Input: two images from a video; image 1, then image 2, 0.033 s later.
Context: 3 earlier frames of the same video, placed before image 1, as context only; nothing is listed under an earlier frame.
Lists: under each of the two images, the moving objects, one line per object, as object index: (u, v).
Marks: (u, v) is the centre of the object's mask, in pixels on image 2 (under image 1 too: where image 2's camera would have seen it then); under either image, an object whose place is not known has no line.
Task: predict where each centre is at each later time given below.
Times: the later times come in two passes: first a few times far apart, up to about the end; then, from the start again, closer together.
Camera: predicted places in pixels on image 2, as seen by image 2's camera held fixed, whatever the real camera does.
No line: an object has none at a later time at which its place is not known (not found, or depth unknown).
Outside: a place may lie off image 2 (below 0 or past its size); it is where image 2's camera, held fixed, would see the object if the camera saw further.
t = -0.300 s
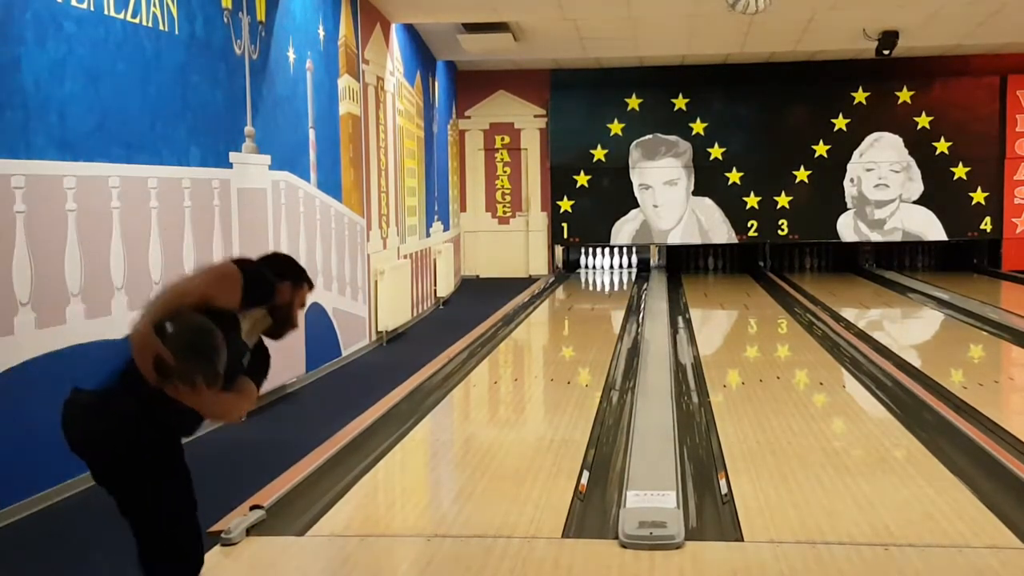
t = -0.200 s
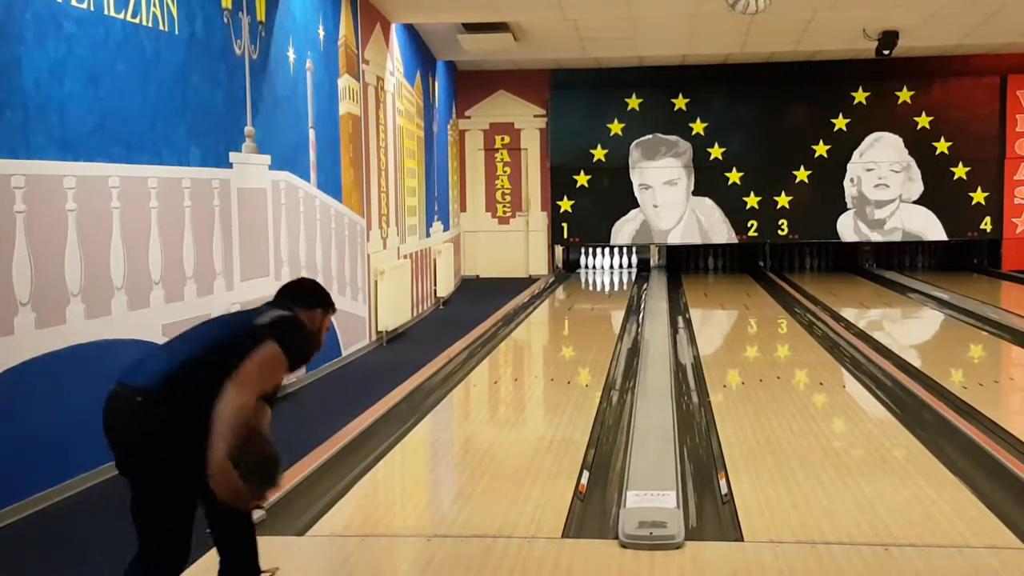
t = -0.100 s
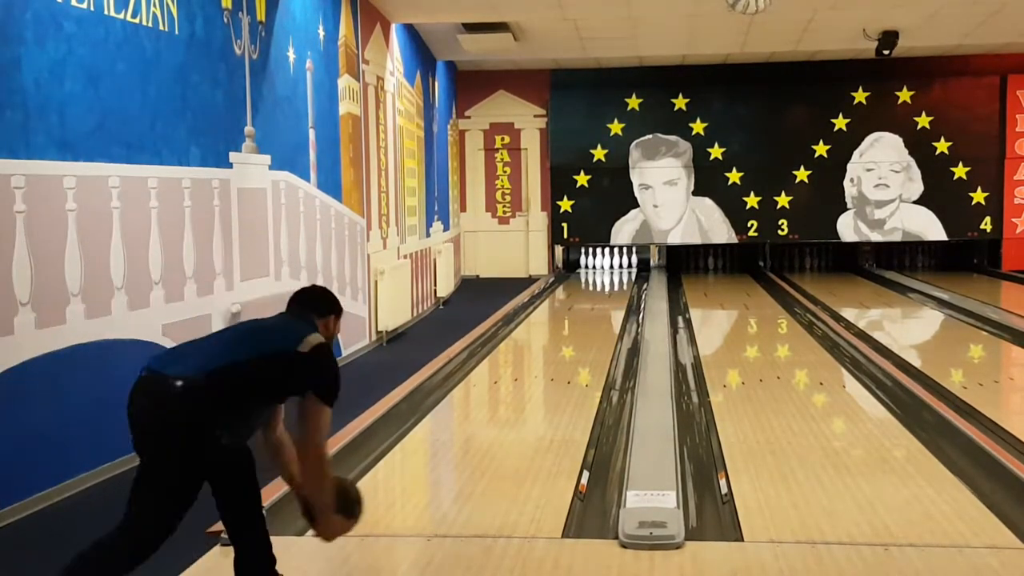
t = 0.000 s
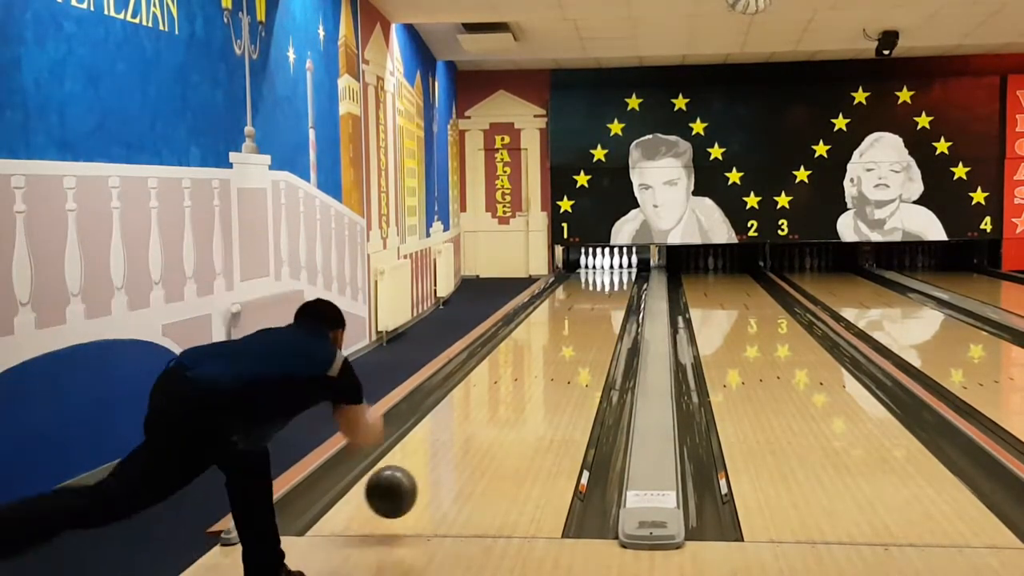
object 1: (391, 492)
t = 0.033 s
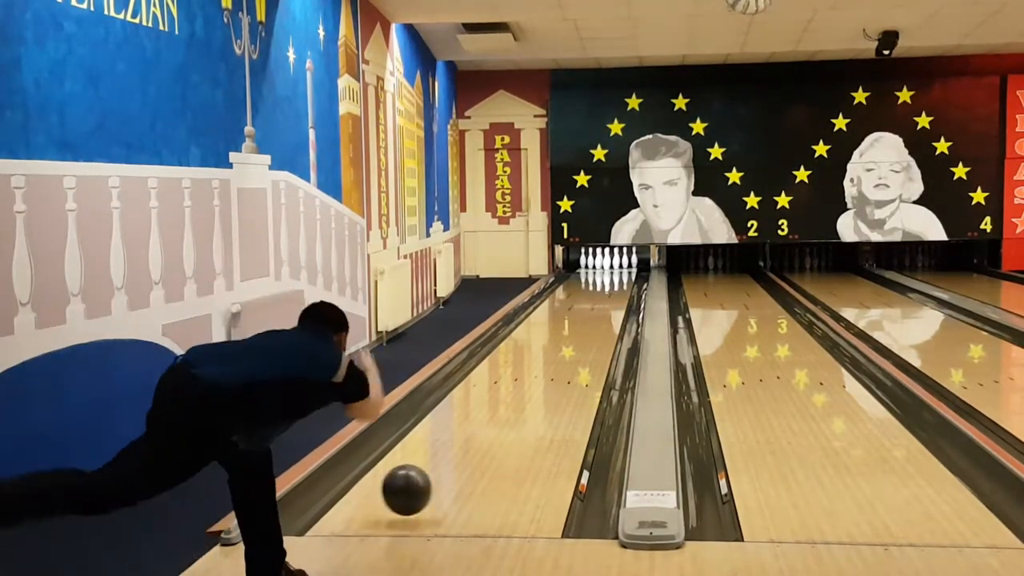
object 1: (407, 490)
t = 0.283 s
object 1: (488, 422)
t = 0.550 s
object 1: (539, 373)
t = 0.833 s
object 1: (573, 341)
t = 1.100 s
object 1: (596, 319)
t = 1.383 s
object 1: (612, 302)
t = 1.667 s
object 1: (621, 289)
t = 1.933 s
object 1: (624, 279)
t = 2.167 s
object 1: (621, 274)
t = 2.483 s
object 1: (617, 266)
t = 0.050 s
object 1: (414, 490)
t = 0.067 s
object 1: (421, 484)
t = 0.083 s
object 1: (427, 476)
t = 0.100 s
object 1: (433, 469)
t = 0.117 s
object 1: (439, 463)
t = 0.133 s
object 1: (445, 459)
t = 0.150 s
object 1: (451, 454)
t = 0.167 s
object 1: (456, 451)
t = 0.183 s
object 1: (461, 447)
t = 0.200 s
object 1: (466, 442)
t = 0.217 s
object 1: (471, 438)
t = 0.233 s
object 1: (475, 434)
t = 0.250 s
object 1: (479, 430)
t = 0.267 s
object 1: (484, 425)
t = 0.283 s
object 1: (488, 422)
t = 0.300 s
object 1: (492, 418)
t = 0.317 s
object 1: (496, 414)
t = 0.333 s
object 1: (500, 410)
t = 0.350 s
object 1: (503, 407)
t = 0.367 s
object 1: (507, 404)
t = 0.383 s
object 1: (510, 400)
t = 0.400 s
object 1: (514, 397)
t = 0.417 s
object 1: (517, 395)
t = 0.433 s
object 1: (520, 392)
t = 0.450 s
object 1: (523, 389)
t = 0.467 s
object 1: (526, 386)
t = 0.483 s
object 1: (528, 384)
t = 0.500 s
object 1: (531, 381)
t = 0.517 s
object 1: (534, 378)
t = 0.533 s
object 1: (537, 375)
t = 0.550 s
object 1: (539, 373)
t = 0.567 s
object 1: (541, 371)
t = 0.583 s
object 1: (544, 369)
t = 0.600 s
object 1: (547, 366)
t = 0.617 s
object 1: (549, 364)
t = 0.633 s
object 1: (551, 362)
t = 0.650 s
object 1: (553, 361)
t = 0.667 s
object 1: (555, 358)
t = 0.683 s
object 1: (557, 356)
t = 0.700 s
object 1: (559, 355)
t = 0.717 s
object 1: (561, 353)
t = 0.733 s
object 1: (563, 351)
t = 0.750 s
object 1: (564, 349)
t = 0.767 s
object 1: (567, 347)
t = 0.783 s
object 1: (569, 346)
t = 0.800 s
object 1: (570, 344)
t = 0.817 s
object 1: (571, 343)
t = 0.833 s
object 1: (573, 341)
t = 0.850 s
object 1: (575, 339)
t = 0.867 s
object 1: (577, 338)
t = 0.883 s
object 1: (578, 336)
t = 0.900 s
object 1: (580, 335)
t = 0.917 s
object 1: (581, 334)
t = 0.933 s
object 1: (583, 332)
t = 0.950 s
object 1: (584, 331)
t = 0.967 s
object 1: (585, 330)
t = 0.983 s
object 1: (587, 327)
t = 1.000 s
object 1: (588, 326)
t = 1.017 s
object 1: (590, 325)
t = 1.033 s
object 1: (591, 324)
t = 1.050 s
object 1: (592, 322)
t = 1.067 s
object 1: (593, 321)
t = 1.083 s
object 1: (595, 320)
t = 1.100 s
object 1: (596, 319)
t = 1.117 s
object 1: (597, 317)
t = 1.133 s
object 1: (598, 317)
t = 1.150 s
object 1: (599, 316)
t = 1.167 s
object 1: (600, 315)
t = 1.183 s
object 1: (601, 313)
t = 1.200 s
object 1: (602, 313)
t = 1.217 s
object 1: (603, 311)
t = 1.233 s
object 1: (604, 311)
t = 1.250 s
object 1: (605, 309)
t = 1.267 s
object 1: (605, 309)
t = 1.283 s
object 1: (607, 307)
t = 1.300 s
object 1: (608, 306)
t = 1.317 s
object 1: (608, 306)
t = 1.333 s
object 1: (609, 304)
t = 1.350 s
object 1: (610, 303)
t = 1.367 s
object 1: (611, 302)
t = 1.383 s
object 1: (612, 302)
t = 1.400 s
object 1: (612, 301)
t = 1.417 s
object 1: (613, 300)
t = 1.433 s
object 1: (614, 299)
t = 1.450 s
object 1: (614, 299)
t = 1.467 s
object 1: (615, 298)
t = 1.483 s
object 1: (615, 297)
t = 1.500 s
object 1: (616, 296)
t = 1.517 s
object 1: (617, 295)
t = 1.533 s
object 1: (617, 294)
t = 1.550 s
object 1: (618, 294)
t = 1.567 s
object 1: (618, 293)
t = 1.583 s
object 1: (619, 292)
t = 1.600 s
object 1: (620, 291)
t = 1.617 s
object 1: (620, 291)
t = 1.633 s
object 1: (620, 291)
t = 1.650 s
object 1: (621, 290)
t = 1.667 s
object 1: (621, 289)
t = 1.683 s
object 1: (622, 288)
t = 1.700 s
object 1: (622, 287)
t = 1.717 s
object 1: (622, 287)
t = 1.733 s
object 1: (622, 286)
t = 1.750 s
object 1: (623, 286)
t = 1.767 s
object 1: (623, 285)
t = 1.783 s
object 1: (623, 284)
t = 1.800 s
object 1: (623, 283)
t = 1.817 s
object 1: (623, 283)
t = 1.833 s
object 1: (623, 282)
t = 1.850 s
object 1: (623, 282)
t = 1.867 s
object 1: (624, 281)
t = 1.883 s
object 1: (623, 281)
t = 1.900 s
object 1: (623, 281)
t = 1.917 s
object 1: (624, 280)
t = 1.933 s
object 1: (624, 279)
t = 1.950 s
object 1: (623, 279)
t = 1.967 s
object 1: (623, 279)
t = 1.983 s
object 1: (623, 278)
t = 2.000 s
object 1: (623, 278)
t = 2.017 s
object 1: (623, 277)
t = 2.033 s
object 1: (623, 277)
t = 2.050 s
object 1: (623, 276)
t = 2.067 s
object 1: (622, 276)
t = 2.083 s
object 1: (622, 276)
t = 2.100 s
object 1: (622, 275)
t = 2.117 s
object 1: (622, 275)
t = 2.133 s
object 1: (621, 275)
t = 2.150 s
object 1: (621, 275)
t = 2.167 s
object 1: (621, 274)
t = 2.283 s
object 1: (620, 271)
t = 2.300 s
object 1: (619, 270)
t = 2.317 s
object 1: (619, 270)
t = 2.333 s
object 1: (619, 269)
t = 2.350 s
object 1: (619, 269)
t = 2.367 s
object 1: (619, 269)
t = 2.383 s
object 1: (618, 268)
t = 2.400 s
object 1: (618, 268)
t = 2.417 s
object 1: (618, 268)
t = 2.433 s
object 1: (618, 267)
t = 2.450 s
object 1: (618, 267)
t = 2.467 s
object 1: (618, 266)
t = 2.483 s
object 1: (617, 266)
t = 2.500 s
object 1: (617, 265)
